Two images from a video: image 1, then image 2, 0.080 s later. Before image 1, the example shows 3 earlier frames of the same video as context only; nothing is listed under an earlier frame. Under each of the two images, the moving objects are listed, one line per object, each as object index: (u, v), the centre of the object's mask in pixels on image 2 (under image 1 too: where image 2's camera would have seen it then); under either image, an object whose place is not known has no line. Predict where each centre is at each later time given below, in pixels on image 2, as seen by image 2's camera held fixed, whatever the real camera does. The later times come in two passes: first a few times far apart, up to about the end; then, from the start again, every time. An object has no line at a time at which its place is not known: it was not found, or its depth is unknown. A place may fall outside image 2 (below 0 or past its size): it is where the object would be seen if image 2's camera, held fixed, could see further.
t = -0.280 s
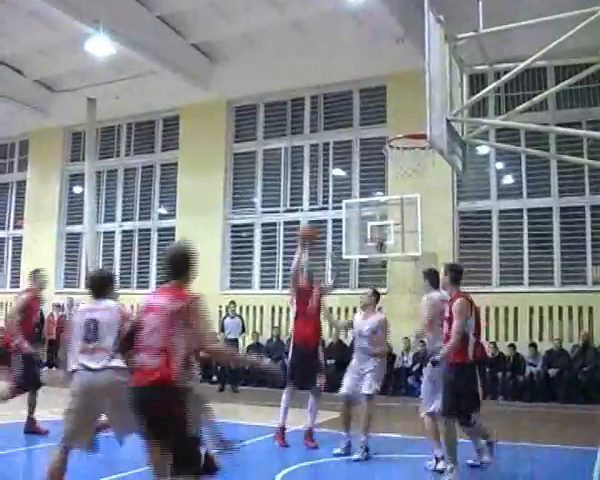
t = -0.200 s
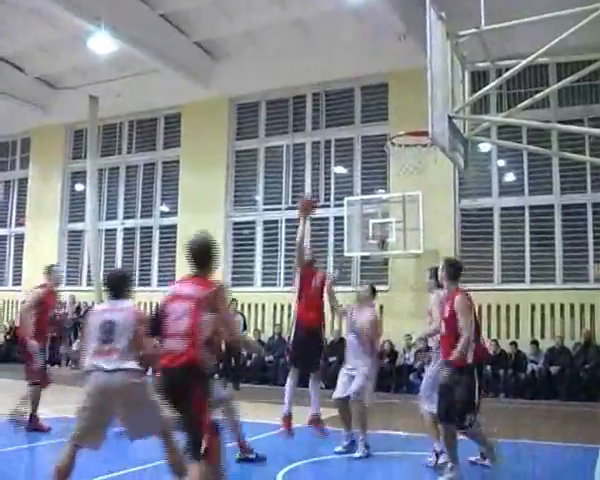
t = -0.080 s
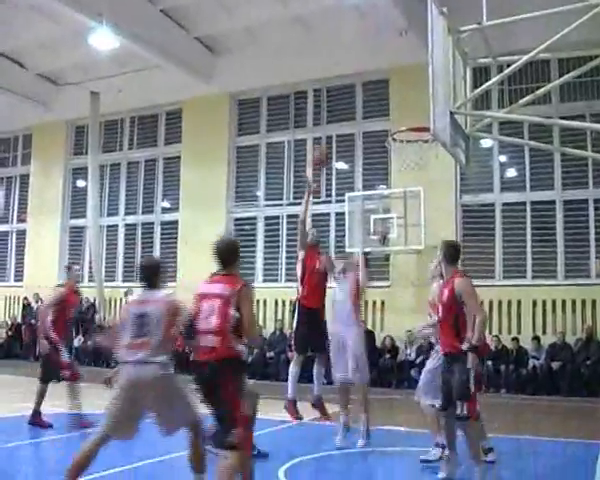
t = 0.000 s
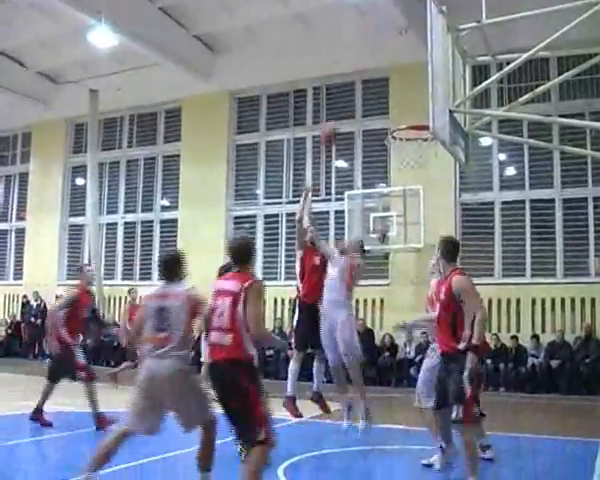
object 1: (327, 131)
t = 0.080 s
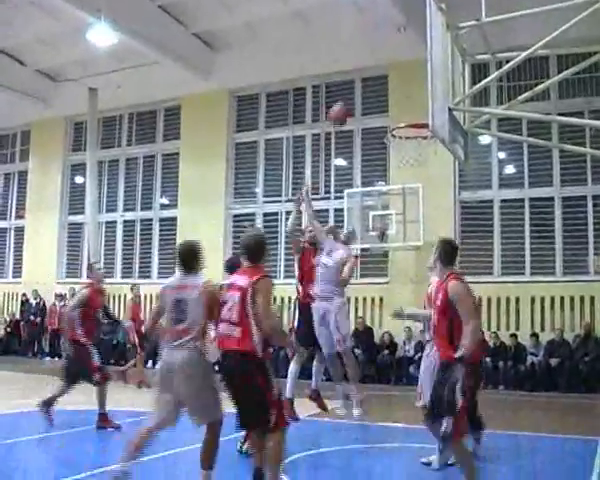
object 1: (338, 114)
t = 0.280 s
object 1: (363, 95)
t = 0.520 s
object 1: (405, 118)
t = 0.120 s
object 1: (342, 108)
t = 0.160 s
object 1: (349, 102)
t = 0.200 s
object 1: (355, 98)
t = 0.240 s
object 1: (358, 96)
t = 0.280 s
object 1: (363, 95)
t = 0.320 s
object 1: (370, 94)
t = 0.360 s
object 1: (376, 94)
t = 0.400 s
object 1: (385, 98)
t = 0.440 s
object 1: (391, 105)
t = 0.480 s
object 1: (399, 113)
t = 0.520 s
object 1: (405, 118)
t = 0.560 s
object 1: (414, 132)
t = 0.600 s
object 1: (420, 147)
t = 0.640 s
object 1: (424, 153)
